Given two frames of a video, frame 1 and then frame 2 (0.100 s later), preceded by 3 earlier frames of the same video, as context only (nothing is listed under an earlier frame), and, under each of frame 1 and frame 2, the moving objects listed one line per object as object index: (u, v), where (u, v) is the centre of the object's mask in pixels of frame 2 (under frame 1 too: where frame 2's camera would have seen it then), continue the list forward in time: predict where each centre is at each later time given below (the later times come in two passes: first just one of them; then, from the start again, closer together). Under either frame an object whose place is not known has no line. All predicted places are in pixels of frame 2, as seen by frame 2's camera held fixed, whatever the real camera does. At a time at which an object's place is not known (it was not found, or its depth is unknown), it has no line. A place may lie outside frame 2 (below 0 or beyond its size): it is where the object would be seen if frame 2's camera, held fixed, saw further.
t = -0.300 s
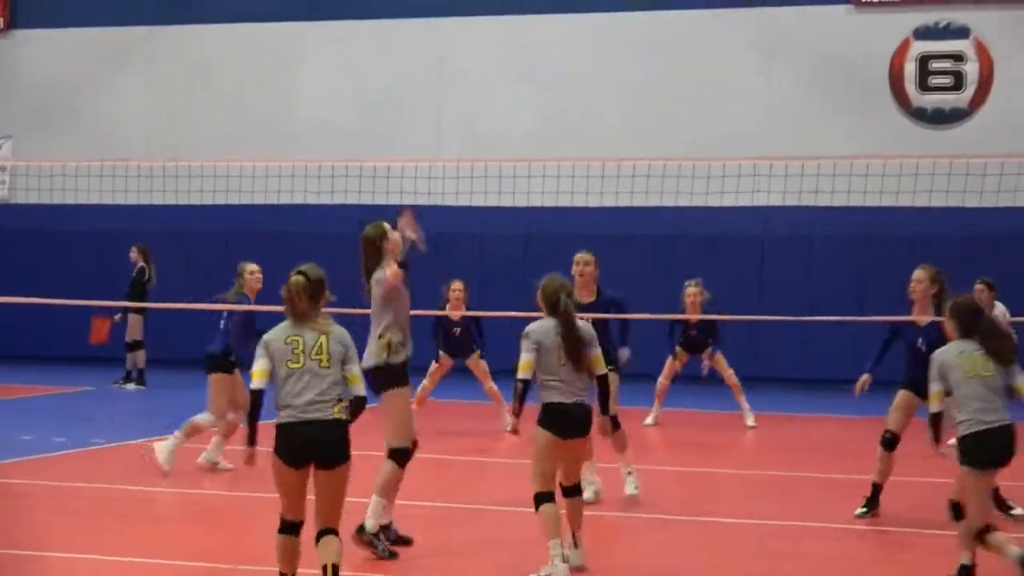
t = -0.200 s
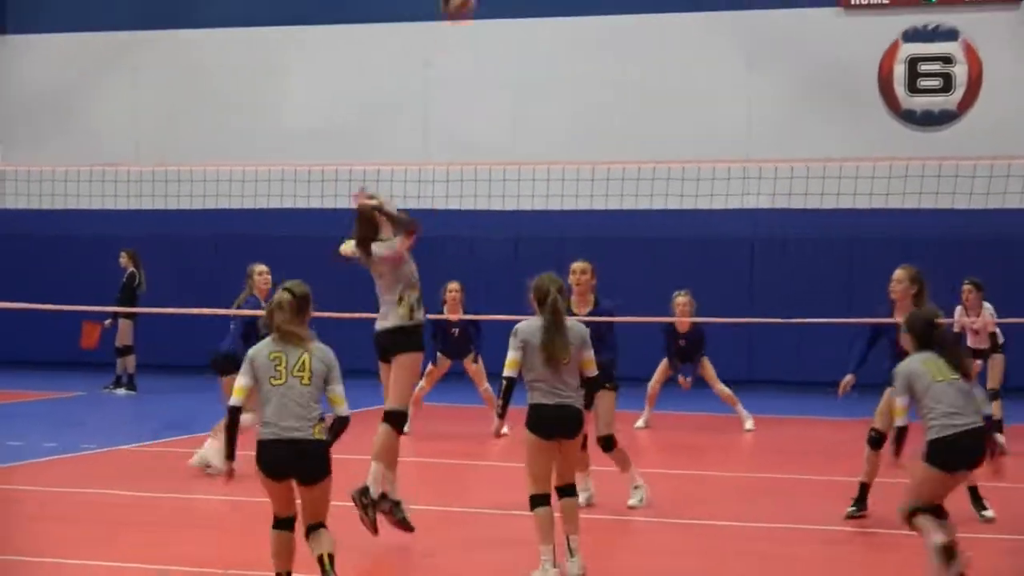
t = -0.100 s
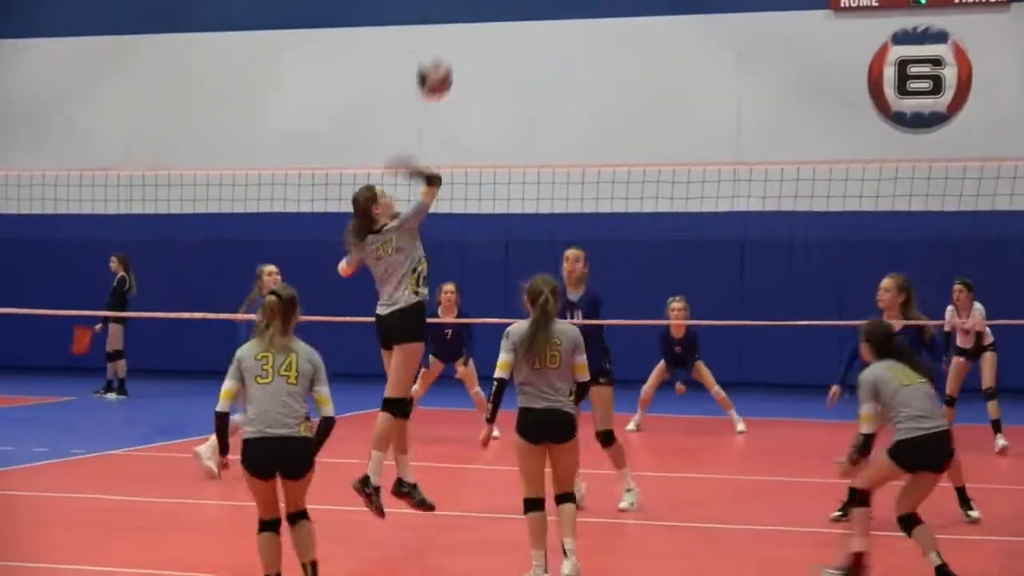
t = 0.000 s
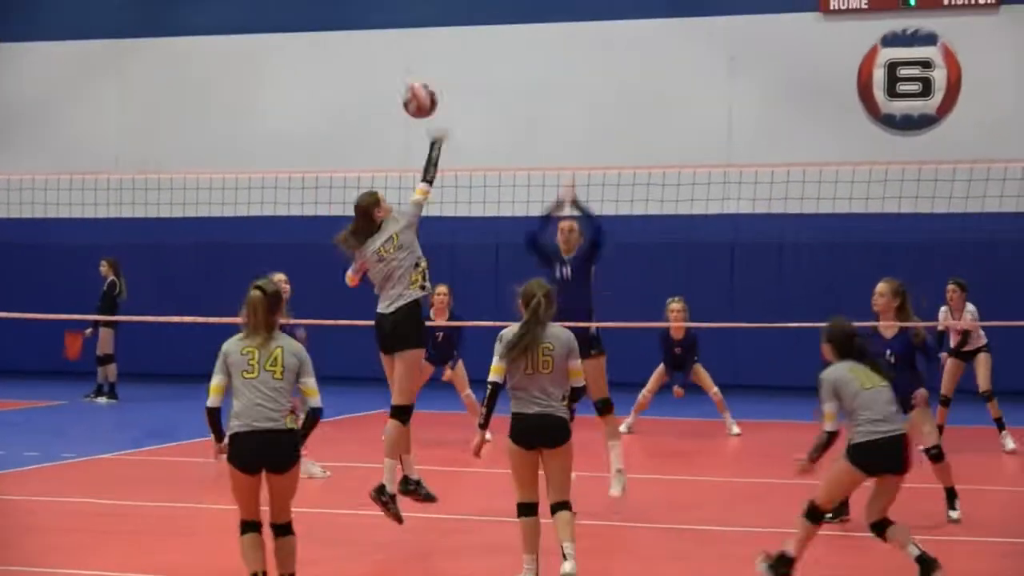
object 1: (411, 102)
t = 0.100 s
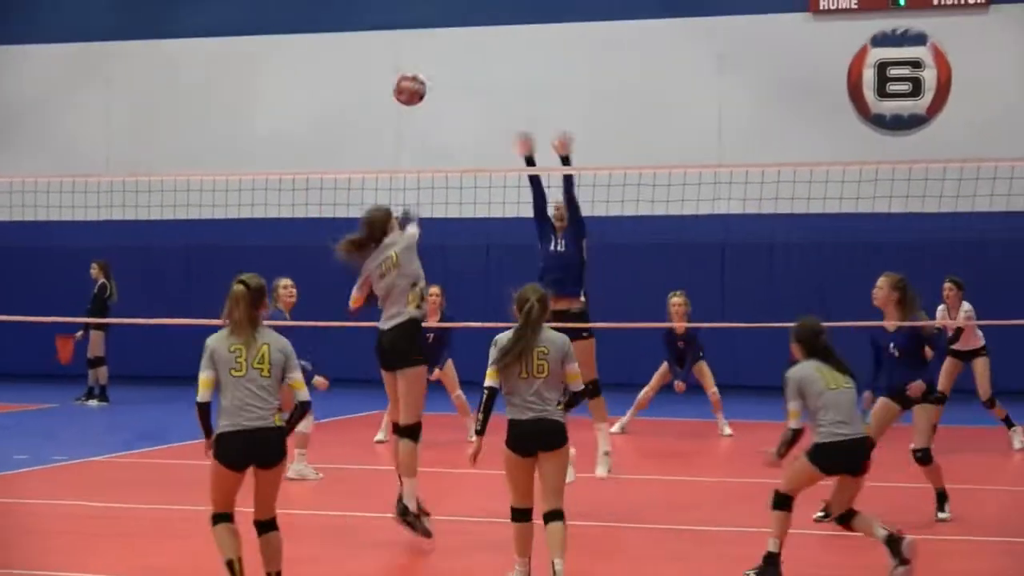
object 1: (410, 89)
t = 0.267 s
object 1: (405, 105)
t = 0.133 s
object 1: (408, 90)
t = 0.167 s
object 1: (408, 91)
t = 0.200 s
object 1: (407, 94)
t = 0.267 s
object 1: (405, 105)
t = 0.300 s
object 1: (405, 113)
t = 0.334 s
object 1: (403, 122)
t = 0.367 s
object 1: (402, 132)
